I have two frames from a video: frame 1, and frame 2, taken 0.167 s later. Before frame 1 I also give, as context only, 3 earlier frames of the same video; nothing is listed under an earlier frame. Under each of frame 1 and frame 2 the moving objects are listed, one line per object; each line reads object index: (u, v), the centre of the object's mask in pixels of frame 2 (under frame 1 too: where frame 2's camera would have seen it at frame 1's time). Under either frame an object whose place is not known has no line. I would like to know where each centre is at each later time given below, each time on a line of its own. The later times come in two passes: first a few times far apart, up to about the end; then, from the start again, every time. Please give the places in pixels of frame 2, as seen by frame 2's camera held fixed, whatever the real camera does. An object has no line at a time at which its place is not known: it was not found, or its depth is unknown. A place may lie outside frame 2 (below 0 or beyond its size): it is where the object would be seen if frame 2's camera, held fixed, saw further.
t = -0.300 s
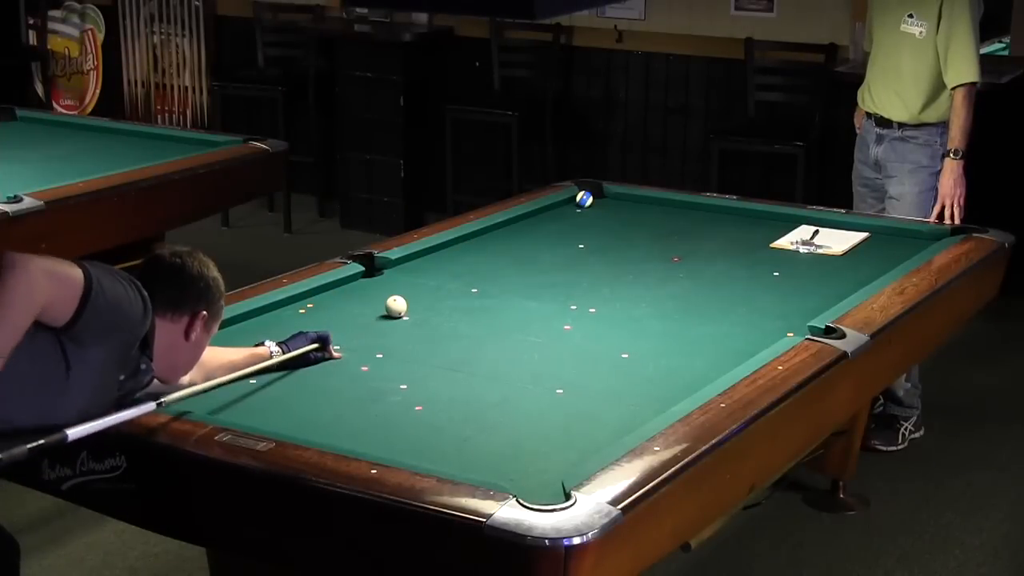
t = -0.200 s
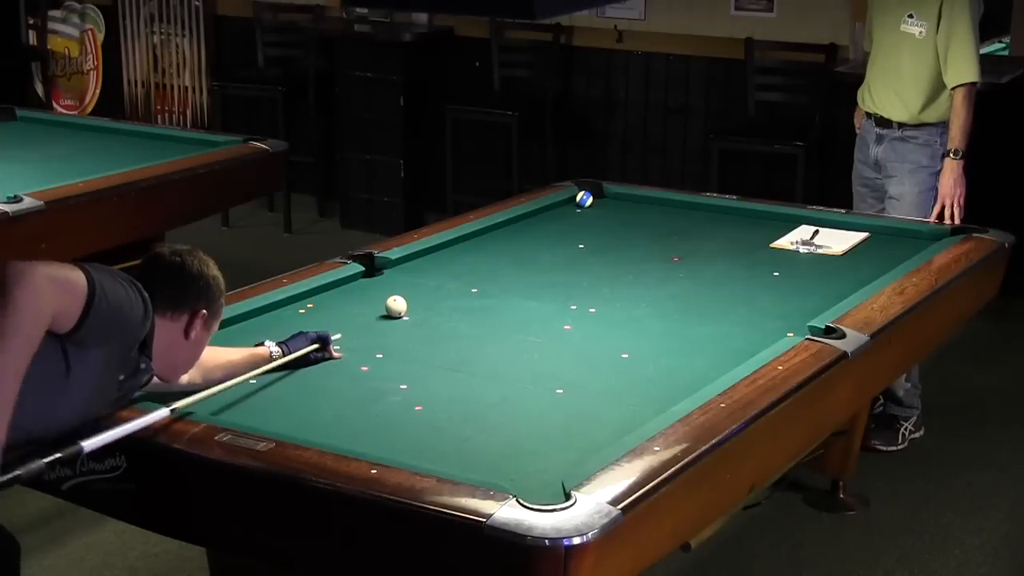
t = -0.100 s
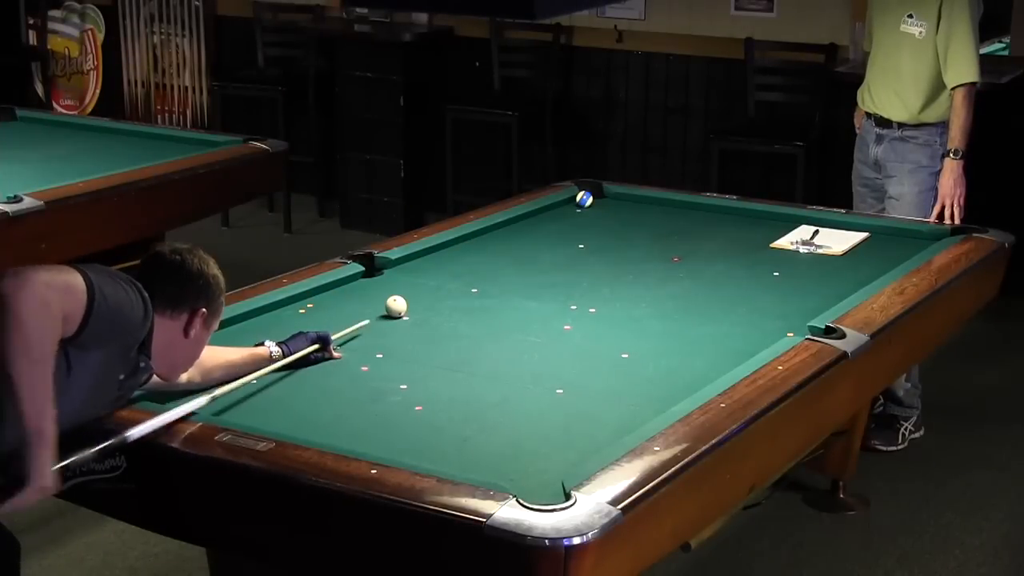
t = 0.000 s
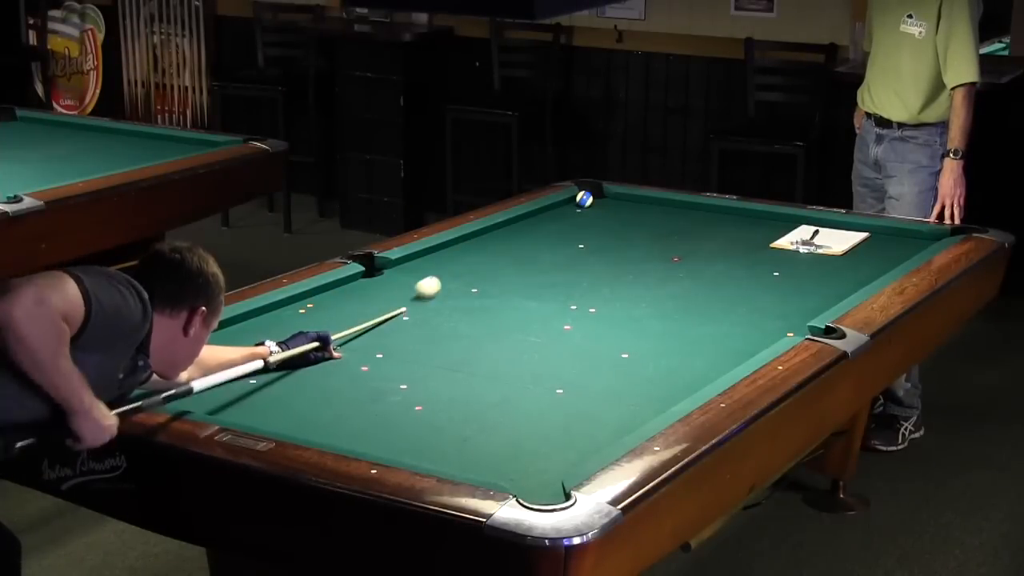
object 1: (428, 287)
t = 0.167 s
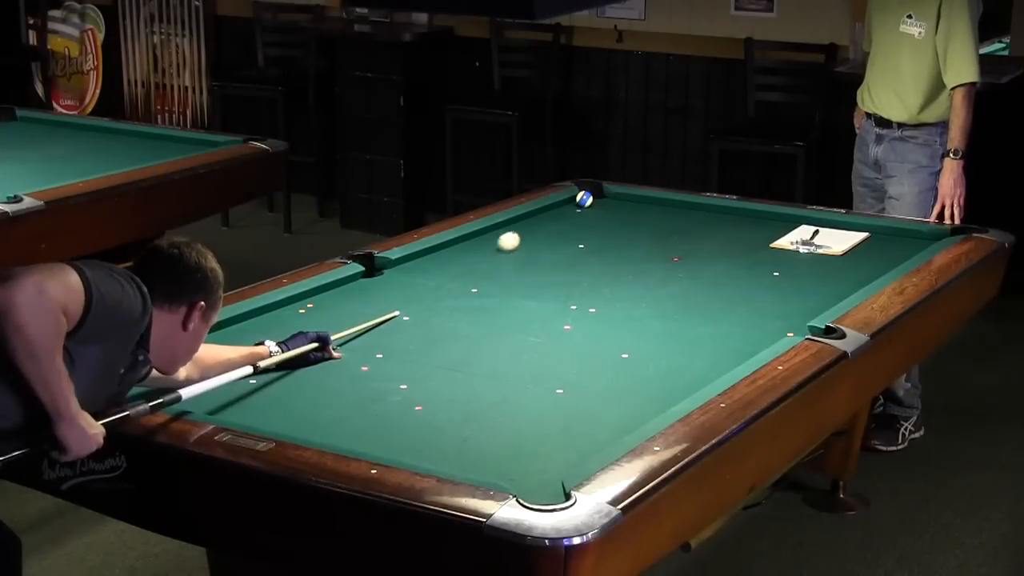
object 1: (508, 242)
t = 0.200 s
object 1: (521, 234)
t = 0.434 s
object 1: (577, 202)
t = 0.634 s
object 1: (573, 200)
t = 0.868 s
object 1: (576, 200)
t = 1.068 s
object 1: (577, 201)
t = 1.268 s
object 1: (578, 201)
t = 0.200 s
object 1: (521, 234)
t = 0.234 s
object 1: (533, 227)
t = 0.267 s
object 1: (544, 221)
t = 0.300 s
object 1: (554, 215)
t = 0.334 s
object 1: (564, 210)
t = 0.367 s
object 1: (573, 205)
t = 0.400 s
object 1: (577, 202)
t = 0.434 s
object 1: (577, 202)
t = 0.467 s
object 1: (576, 202)
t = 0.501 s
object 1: (576, 201)
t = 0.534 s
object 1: (575, 201)
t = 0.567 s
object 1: (574, 201)
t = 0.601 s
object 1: (574, 201)
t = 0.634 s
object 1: (573, 200)
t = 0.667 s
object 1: (573, 200)
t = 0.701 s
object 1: (574, 200)
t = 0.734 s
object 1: (574, 200)
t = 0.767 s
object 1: (574, 200)
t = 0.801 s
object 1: (575, 200)
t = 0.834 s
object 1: (575, 200)
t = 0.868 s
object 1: (576, 200)
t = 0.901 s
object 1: (576, 201)
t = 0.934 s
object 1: (576, 201)
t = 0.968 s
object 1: (577, 201)
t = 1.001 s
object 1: (577, 201)
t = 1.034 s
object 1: (577, 201)
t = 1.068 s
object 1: (577, 201)
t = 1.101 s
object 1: (577, 201)
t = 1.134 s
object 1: (578, 201)
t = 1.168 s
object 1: (578, 201)
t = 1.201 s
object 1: (578, 201)
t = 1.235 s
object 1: (578, 201)
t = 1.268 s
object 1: (578, 201)
